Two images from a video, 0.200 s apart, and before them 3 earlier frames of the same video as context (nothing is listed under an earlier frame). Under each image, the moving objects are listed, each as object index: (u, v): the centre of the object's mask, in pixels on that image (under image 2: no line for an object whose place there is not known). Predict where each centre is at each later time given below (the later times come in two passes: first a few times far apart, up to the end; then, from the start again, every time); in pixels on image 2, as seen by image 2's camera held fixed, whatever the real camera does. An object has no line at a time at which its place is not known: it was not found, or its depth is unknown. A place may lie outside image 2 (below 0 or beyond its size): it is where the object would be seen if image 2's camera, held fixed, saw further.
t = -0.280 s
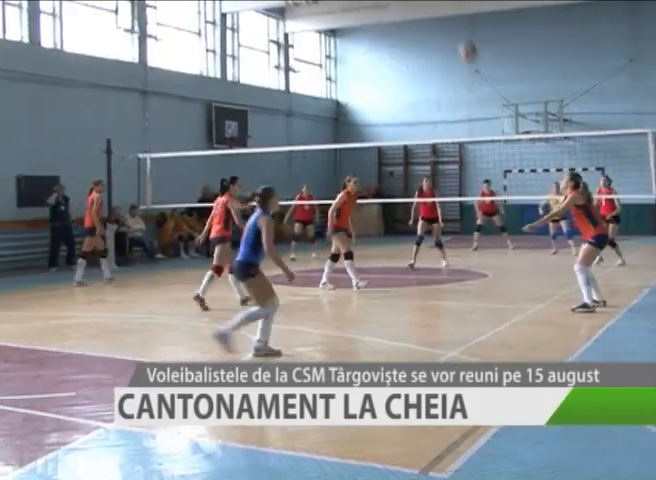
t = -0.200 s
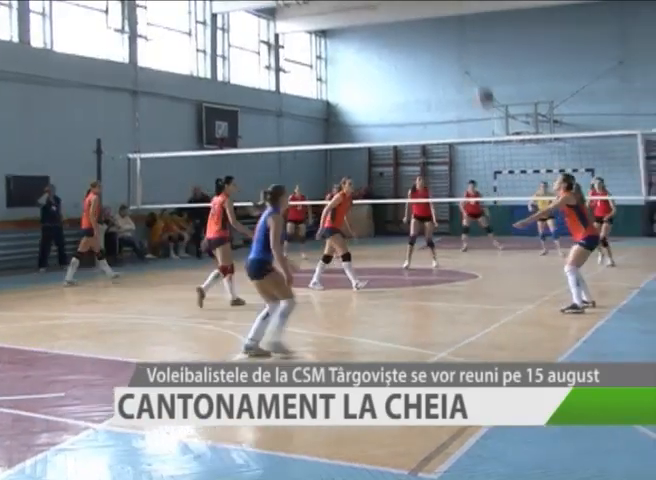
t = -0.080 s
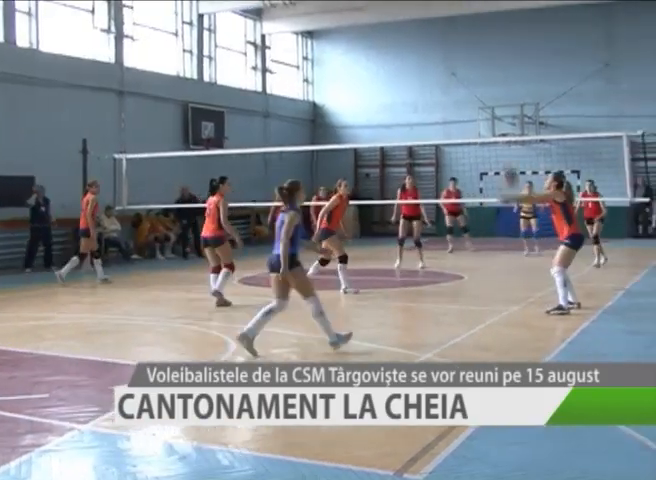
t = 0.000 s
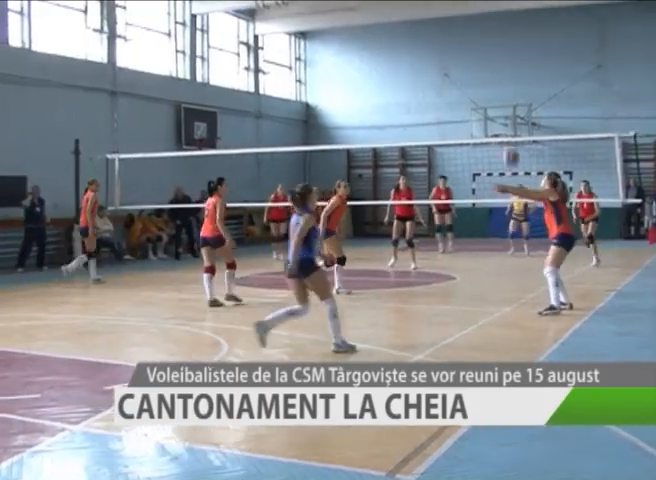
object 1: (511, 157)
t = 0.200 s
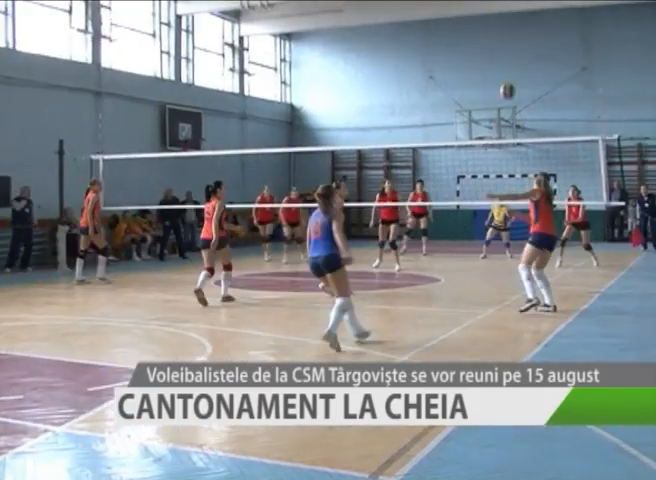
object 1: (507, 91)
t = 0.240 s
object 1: (509, 83)
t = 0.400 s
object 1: (516, 62)
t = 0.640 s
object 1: (527, 66)
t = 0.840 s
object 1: (535, 94)
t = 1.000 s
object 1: (540, 128)
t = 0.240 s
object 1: (509, 83)
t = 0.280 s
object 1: (512, 75)
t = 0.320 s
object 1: (513, 70)
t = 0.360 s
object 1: (515, 66)
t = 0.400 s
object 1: (516, 62)
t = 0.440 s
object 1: (518, 60)
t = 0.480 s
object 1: (520, 61)
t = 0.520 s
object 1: (522, 60)
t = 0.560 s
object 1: (524, 61)
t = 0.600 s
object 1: (525, 63)
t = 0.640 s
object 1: (527, 66)
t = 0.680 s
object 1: (528, 70)
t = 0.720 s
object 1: (530, 75)
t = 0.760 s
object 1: (532, 81)
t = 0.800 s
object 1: (533, 86)
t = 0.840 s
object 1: (535, 94)
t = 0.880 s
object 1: (537, 101)
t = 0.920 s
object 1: (537, 110)
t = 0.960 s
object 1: (539, 119)
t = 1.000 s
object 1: (540, 128)
